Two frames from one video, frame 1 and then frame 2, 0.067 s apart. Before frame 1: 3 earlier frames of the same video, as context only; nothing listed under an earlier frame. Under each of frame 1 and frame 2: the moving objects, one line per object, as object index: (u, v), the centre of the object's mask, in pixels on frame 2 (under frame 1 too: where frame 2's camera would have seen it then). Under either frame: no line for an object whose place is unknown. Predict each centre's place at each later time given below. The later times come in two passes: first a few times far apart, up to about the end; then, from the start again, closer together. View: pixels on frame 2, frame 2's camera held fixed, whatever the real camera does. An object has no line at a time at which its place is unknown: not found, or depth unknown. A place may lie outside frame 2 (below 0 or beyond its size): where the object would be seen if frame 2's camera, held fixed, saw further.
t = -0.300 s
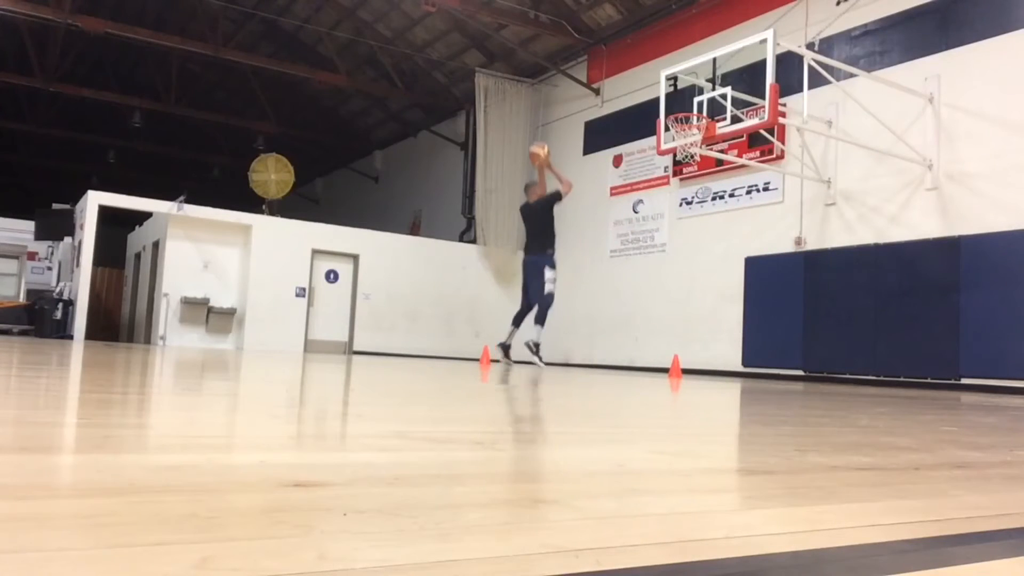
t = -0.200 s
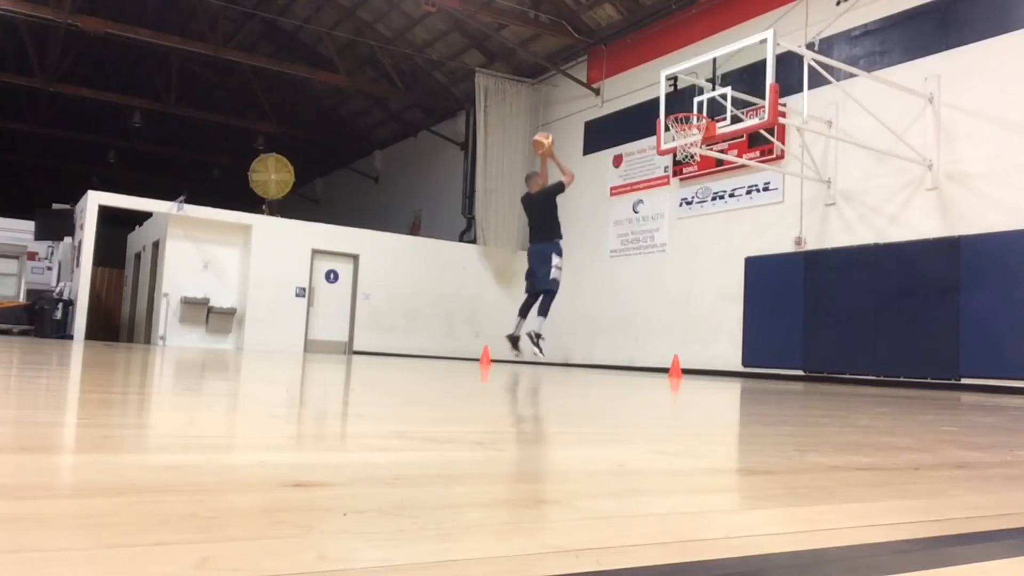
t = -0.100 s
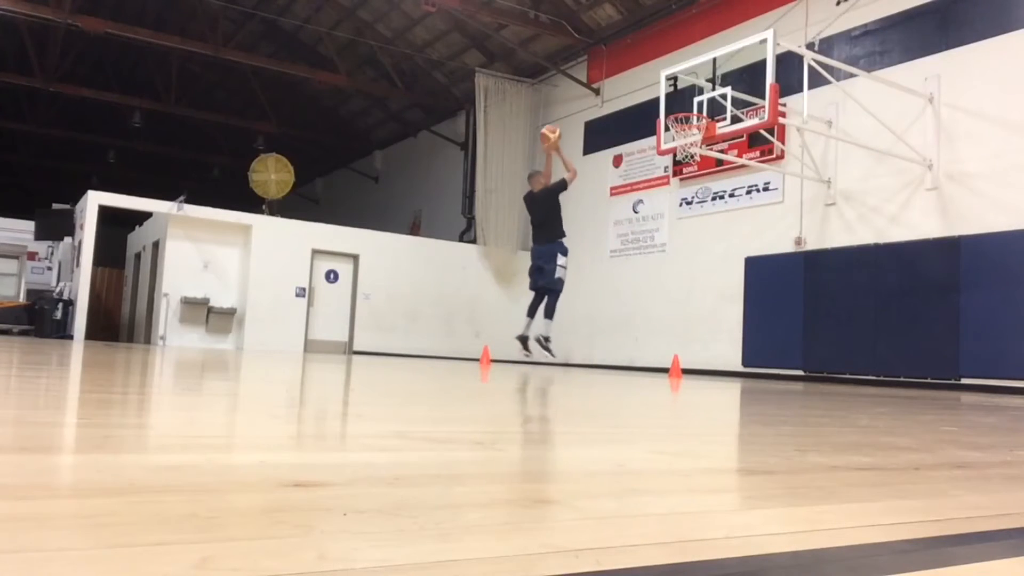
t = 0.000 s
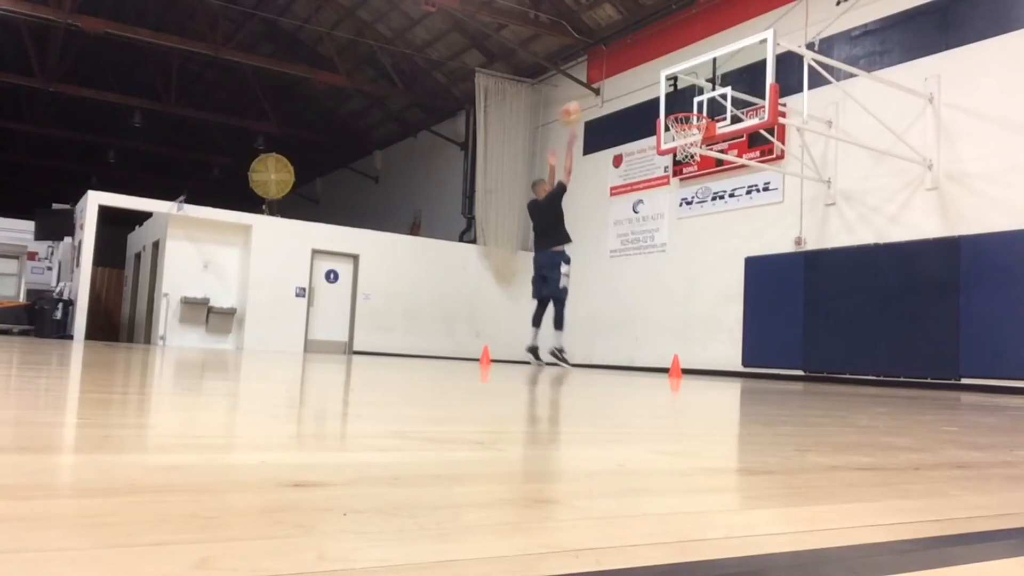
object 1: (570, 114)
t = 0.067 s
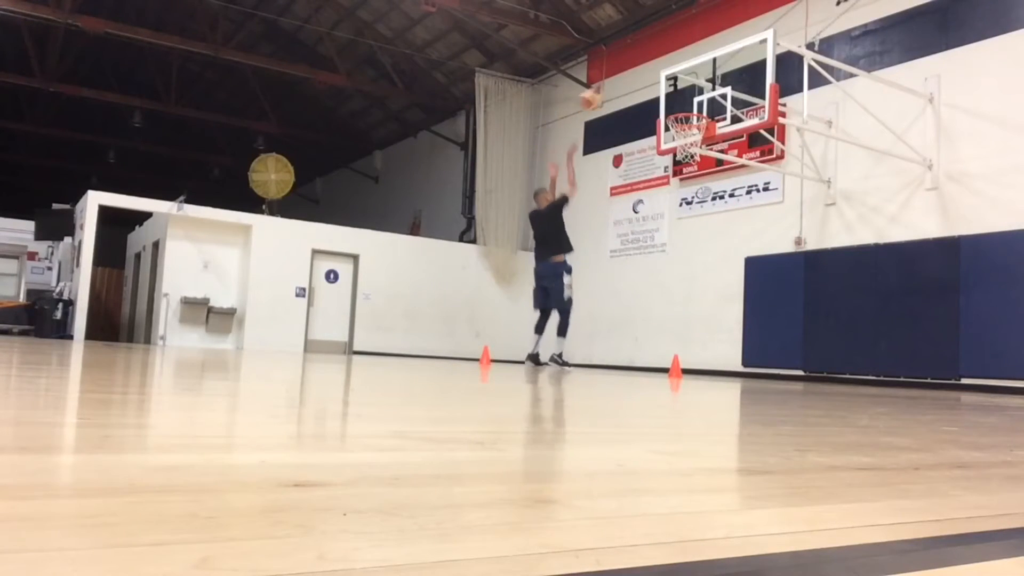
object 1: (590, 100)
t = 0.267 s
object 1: (645, 79)
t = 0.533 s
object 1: (707, 100)
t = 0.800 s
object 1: (671, 134)
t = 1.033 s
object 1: (683, 148)
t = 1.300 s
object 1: (700, 194)
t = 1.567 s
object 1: (715, 303)
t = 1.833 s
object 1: (734, 304)
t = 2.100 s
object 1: (755, 235)
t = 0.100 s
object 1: (600, 94)
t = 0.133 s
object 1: (610, 89)
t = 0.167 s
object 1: (619, 86)
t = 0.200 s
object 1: (628, 82)
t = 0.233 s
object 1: (638, 80)
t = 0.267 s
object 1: (645, 79)
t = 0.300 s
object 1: (653, 79)
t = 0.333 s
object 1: (662, 79)
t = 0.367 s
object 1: (671, 81)
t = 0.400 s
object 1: (679, 84)
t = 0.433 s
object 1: (686, 86)
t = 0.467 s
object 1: (694, 91)
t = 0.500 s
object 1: (703, 95)
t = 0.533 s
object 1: (707, 100)
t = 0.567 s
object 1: (702, 104)
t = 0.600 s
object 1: (698, 107)
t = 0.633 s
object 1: (692, 115)
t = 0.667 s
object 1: (686, 116)
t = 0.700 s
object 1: (681, 122)
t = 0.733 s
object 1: (676, 127)
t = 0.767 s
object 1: (672, 132)
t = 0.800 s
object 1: (671, 134)
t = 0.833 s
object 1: (671, 135)
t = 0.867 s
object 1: (673, 136)
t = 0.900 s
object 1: (674, 138)
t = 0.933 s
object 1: (676, 140)
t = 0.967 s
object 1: (678, 142)
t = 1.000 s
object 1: (681, 145)
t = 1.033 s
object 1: (683, 148)
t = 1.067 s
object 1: (686, 152)
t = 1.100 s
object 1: (686, 155)
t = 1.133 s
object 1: (689, 159)
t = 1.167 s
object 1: (692, 164)
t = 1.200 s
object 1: (693, 170)
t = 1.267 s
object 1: (698, 186)
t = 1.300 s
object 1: (700, 194)
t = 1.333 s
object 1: (701, 205)
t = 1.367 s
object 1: (704, 216)
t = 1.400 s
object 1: (706, 228)
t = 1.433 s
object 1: (708, 242)
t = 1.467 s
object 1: (710, 255)
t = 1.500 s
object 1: (712, 270)
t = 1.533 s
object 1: (713, 286)
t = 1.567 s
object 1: (715, 303)
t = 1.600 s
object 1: (717, 321)
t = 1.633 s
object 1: (719, 339)
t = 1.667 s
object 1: (721, 360)
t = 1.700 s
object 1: (723, 361)
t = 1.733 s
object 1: (726, 344)
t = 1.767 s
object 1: (729, 330)
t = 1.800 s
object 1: (732, 317)
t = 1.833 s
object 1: (734, 304)
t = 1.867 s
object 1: (737, 292)
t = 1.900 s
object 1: (740, 281)
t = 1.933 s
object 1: (743, 271)
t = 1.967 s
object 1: (746, 262)
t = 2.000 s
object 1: (748, 254)
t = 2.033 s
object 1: (750, 246)
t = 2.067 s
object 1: (753, 240)
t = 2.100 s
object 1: (755, 235)
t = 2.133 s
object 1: (758, 231)
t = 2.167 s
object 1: (761, 226)
